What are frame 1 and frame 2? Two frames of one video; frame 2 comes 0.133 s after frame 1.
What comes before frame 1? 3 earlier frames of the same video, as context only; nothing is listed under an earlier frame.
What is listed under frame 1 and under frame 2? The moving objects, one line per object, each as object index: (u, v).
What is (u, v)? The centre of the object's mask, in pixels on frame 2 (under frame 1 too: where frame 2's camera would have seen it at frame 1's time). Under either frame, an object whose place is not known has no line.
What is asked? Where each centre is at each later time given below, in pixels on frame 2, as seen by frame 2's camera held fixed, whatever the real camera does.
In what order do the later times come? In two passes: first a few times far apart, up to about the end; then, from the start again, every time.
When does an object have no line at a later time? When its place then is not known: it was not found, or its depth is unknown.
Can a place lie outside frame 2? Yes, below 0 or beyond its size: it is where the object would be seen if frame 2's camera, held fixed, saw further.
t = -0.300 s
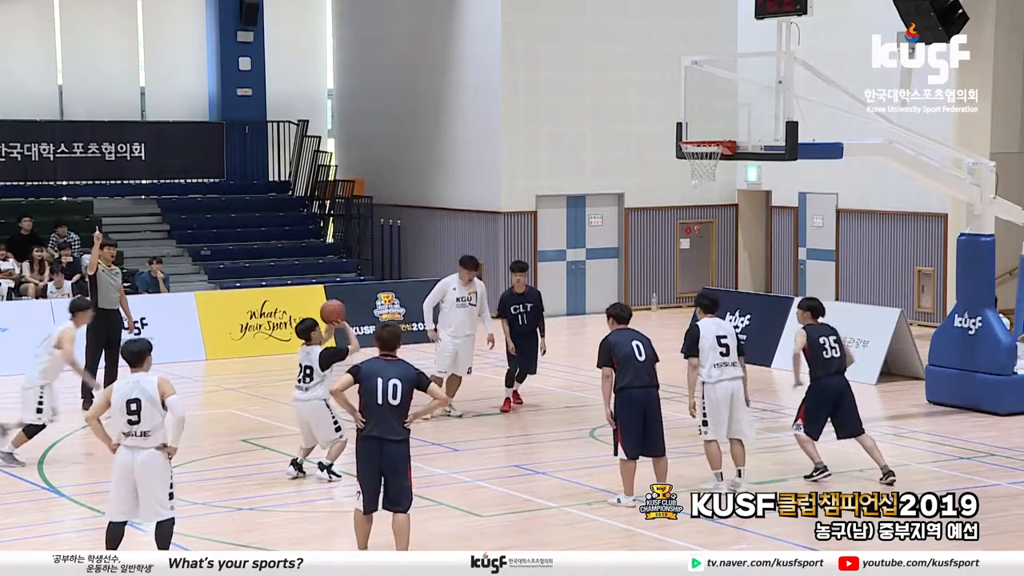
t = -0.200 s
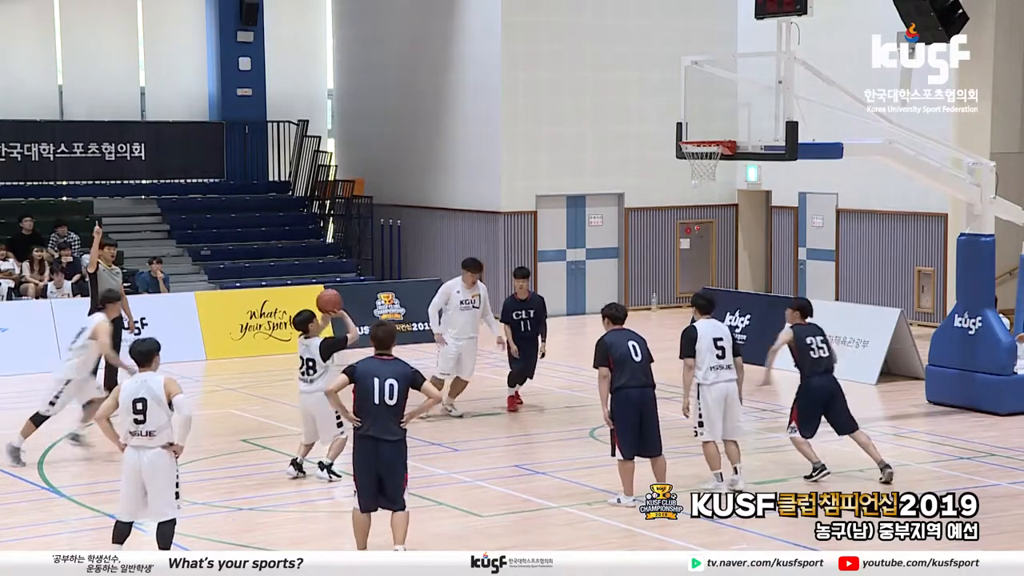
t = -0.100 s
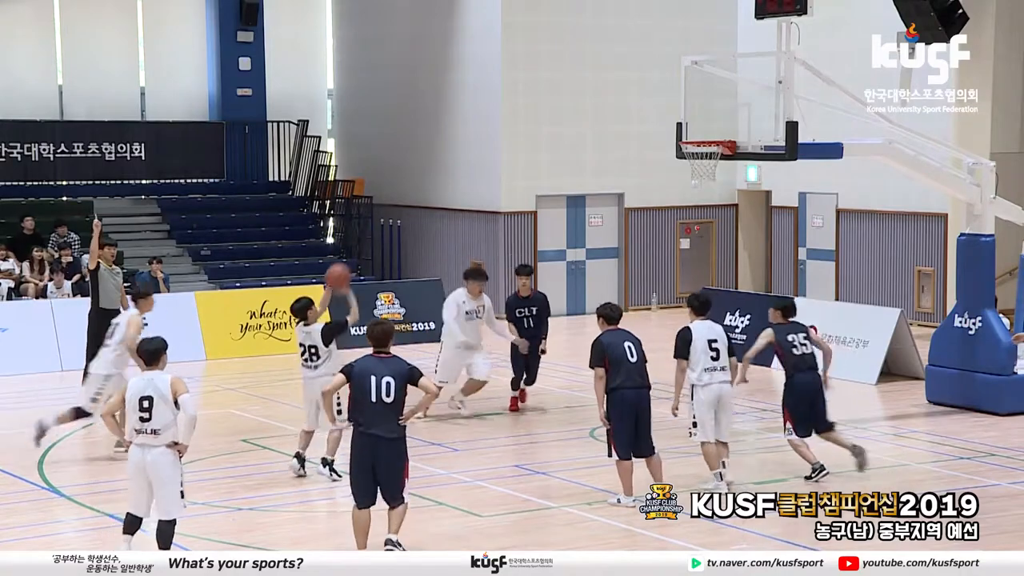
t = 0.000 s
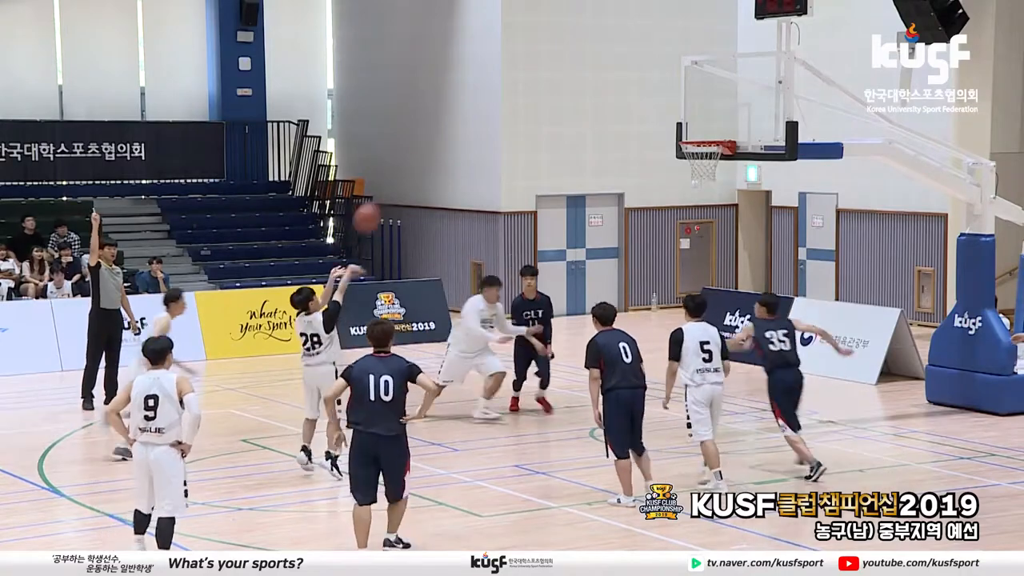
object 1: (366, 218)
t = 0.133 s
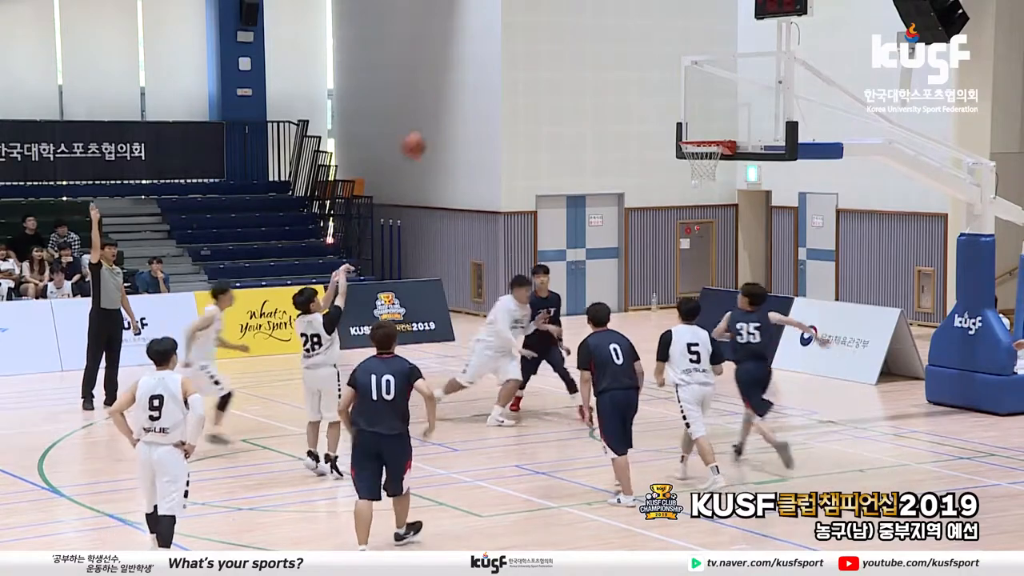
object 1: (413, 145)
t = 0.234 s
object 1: (447, 106)
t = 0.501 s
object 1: (533, 48)
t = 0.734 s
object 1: (605, 56)
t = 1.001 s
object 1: (683, 127)
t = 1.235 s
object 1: (687, 94)
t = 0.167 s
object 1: (424, 131)
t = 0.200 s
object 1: (435, 117)
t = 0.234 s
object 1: (447, 106)
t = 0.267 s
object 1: (458, 95)
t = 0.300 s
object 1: (469, 84)
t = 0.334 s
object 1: (479, 75)
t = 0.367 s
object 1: (490, 67)
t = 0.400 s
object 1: (501, 60)
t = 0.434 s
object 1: (512, 56)
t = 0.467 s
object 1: (522, 51)
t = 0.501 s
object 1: (533, 48)
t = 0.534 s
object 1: (543, 45)
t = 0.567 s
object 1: (554, 45)
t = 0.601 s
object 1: (565, 45)
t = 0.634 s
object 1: (575, 45)
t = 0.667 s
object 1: (585, 48)
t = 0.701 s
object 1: (595, 51)
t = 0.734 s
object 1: (605, 56)
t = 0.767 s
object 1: (615, 61)
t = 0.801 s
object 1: (626, 68)
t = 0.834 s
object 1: (635, 75)
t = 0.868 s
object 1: (645, 84)
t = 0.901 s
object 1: (655, 93)
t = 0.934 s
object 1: (664, 103)
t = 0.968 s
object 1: (674, 115)
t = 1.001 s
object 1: (683, 127)
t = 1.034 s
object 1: (687, 127)
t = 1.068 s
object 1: (687, 120)
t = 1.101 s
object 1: (687, 112)
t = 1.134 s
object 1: (687, 106)
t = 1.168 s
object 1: (687, 101)
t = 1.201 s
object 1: (687, 97)
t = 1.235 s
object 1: (687, 94)
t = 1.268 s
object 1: (686, 92)
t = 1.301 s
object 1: (687, 91)
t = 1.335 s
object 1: (686, 91)
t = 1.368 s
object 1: (686, 92)
